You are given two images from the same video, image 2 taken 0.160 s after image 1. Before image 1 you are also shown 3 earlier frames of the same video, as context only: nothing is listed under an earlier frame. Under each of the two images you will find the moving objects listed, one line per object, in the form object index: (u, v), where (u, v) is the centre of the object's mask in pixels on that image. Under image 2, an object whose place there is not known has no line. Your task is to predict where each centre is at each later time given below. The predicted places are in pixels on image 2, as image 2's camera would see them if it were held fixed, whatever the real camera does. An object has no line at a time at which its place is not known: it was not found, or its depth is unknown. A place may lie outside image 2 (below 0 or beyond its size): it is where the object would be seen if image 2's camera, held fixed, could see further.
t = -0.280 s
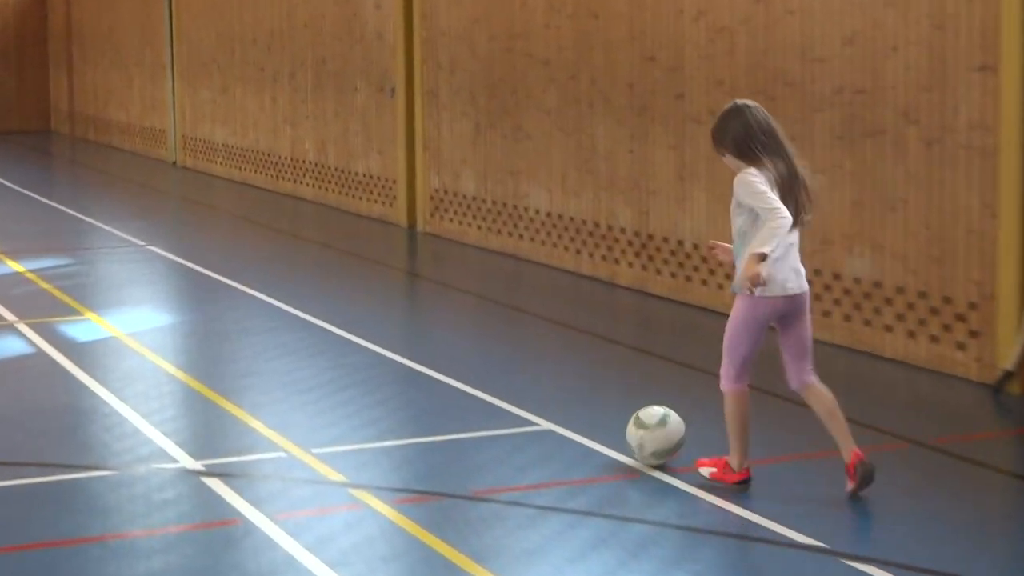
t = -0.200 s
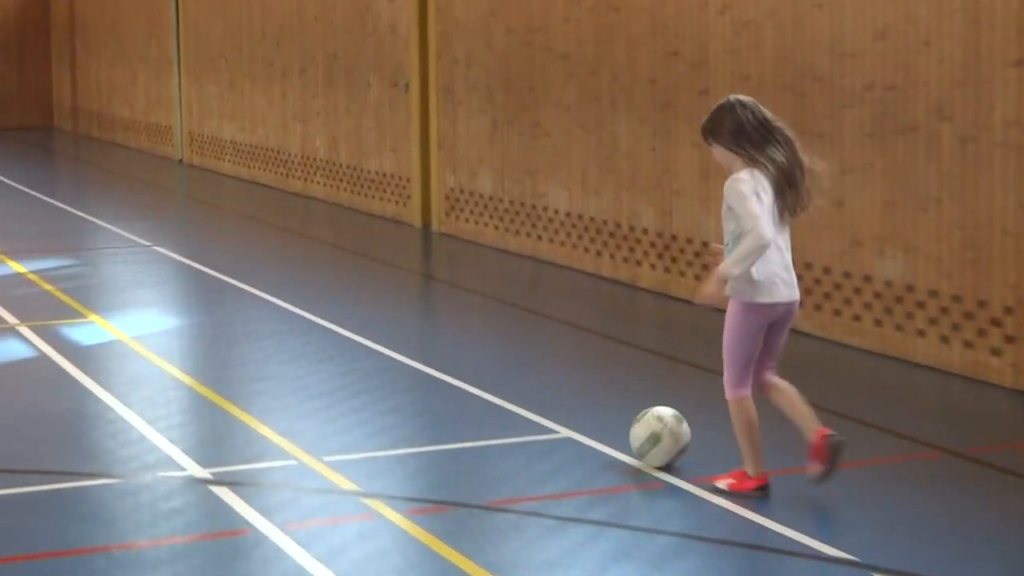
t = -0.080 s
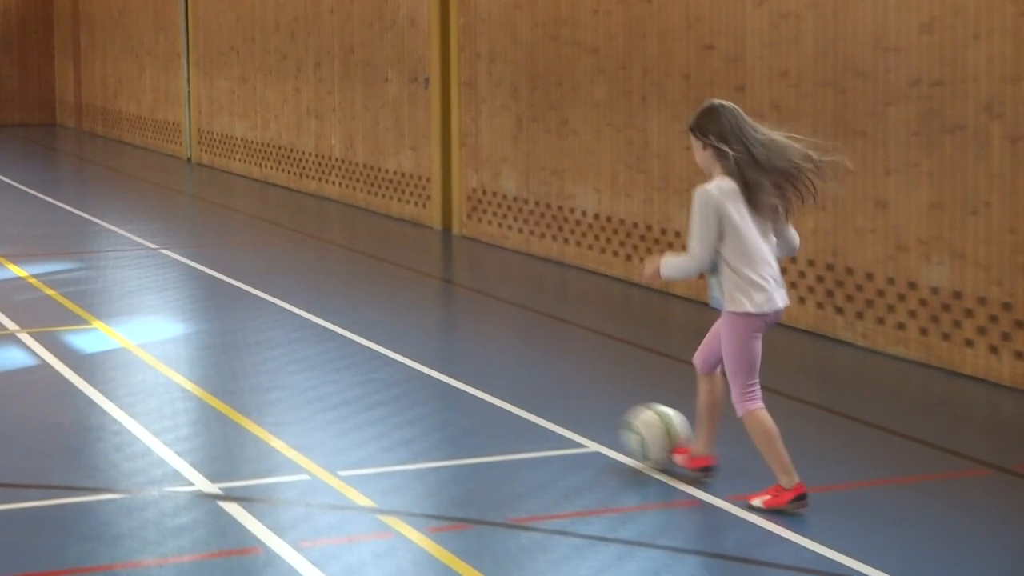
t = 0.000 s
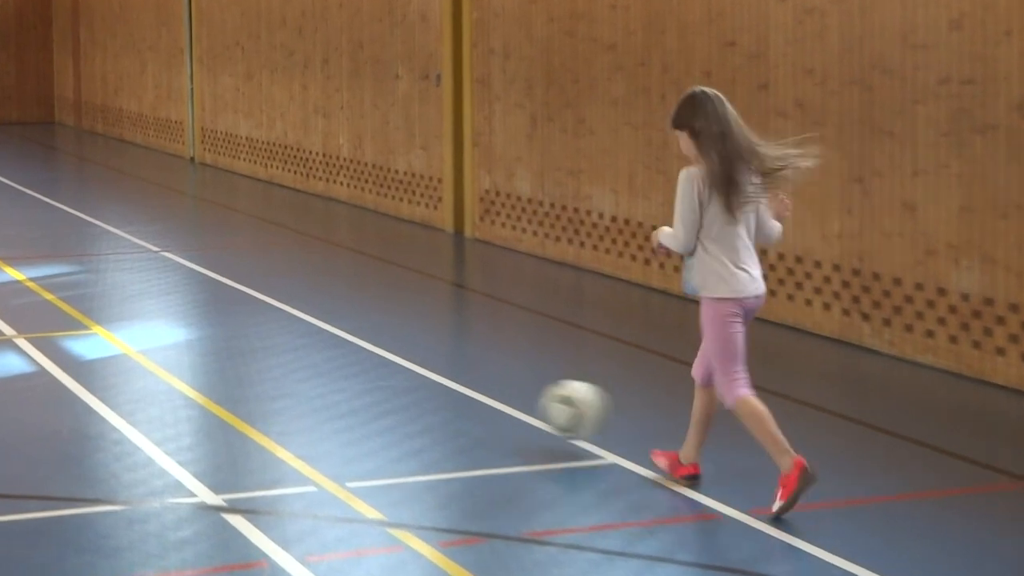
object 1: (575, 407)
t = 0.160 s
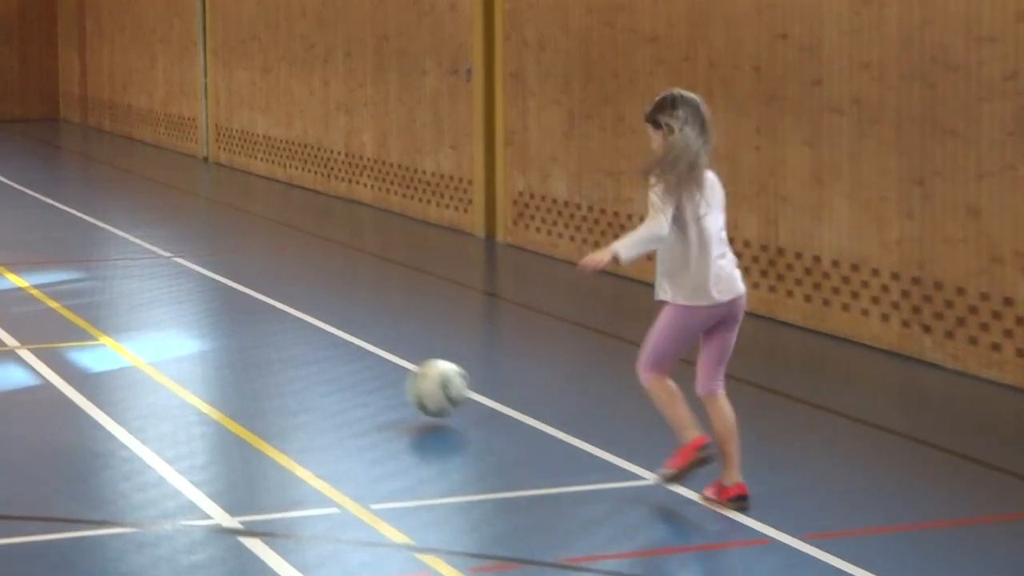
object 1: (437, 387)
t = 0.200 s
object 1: (403, 377)
